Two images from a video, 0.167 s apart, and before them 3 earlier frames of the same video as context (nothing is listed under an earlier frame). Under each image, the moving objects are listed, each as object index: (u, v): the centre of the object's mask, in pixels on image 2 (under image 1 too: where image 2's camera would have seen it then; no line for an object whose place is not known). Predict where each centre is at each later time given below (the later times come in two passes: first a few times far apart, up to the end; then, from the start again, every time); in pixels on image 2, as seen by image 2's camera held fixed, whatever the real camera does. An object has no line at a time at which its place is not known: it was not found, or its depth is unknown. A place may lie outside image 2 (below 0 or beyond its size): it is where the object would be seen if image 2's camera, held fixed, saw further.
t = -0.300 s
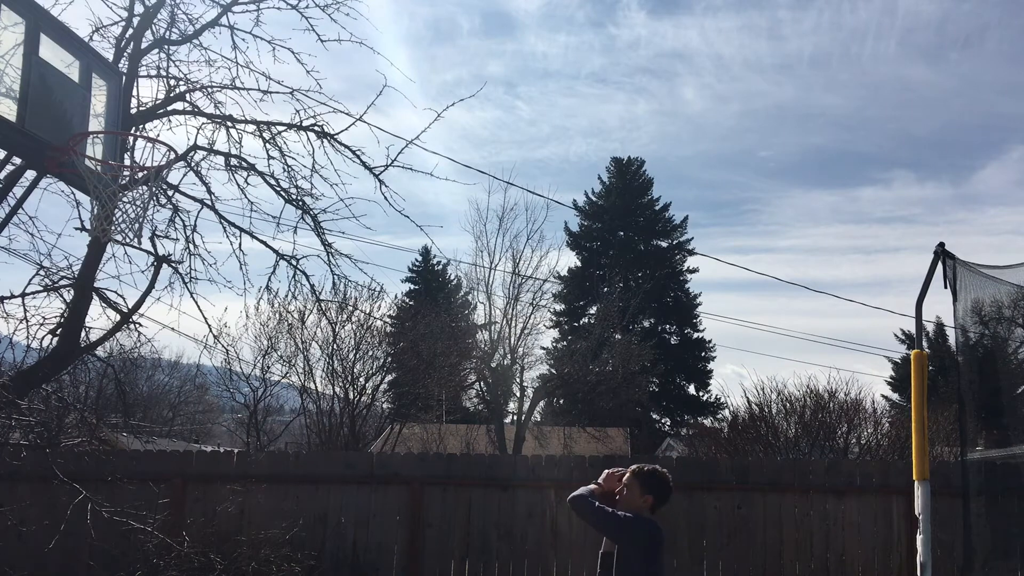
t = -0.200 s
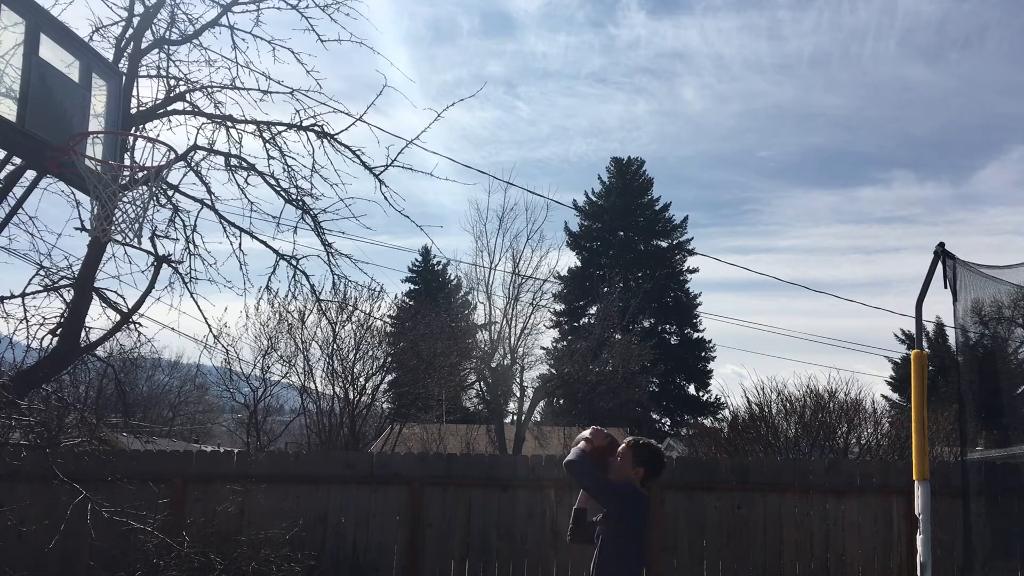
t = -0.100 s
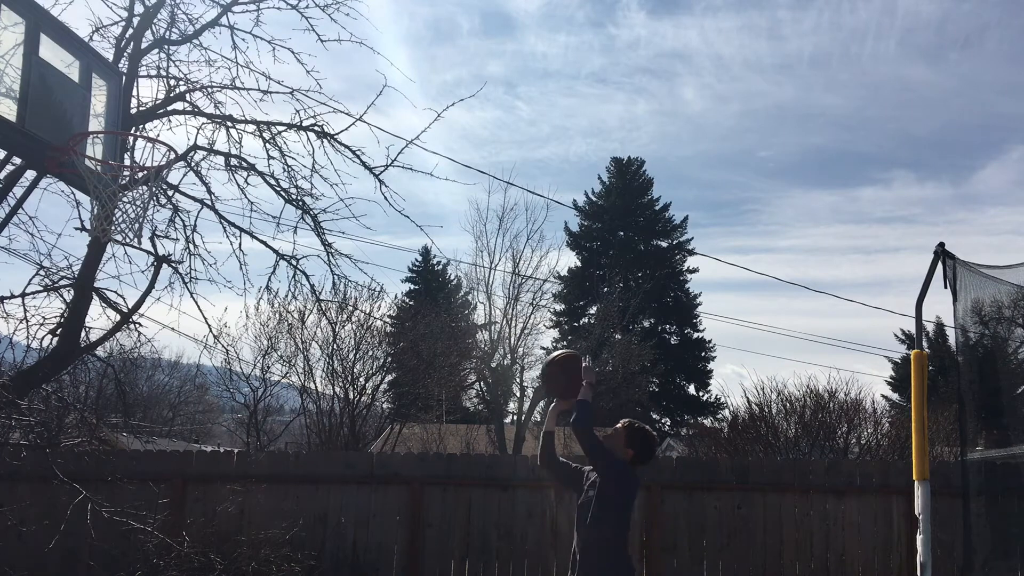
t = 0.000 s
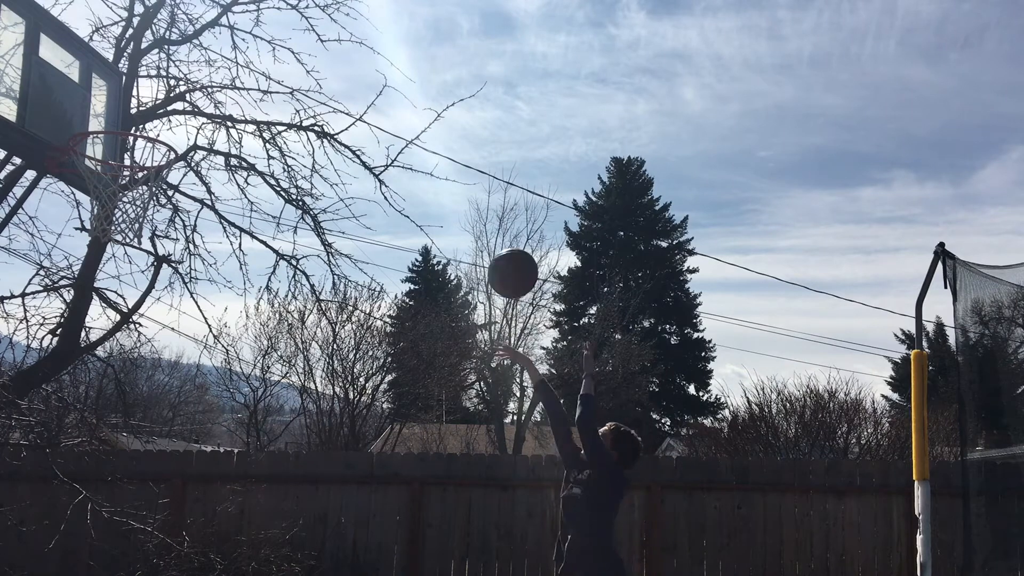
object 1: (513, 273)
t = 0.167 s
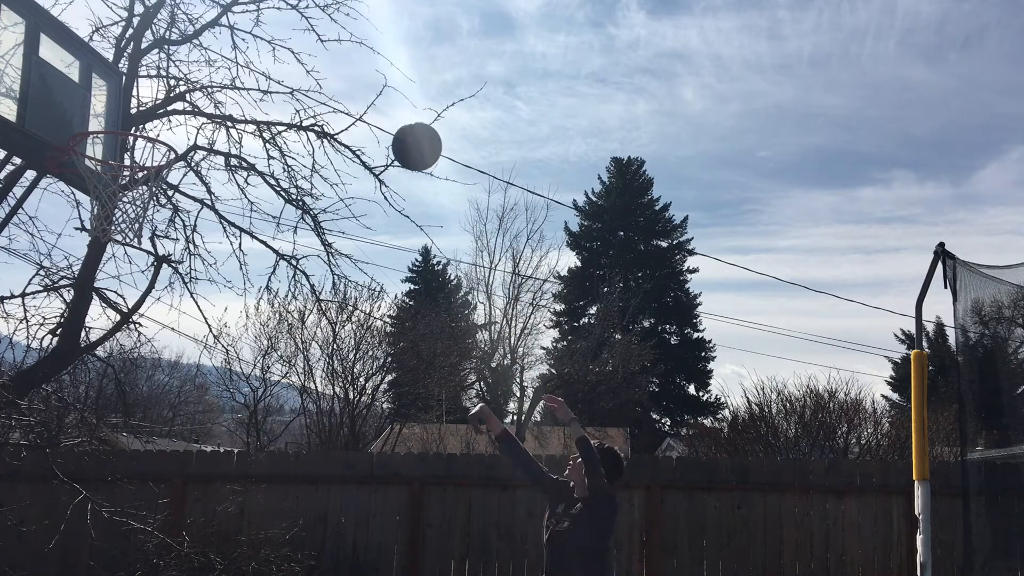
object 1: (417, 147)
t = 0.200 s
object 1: (398, 128)
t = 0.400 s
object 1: (283, 62)
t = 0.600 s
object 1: (164, 75)
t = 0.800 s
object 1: (82, 113)
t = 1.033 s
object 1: (113, 110)
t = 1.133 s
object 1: (122, 143)
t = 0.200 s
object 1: (398, 128)
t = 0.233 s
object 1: (379, 112)
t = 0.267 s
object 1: (360, 98)
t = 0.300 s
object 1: (341, 85)
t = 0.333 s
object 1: (321, 76)
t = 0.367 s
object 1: (302, 68)
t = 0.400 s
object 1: (283, 62)
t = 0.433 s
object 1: (263, 59)
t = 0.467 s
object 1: (244, 58)
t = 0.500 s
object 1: (224, 59)
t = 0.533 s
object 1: (204, 62)
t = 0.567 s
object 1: (183, 67)
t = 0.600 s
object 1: (164, 75)
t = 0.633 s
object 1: (144, 86)
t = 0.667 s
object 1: (121, 96)
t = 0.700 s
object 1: (99, 110)
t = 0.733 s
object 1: (76, 126)
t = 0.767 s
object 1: (77, 120)
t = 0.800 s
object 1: (82, 113)
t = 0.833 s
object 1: (87, 105)
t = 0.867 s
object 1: (93, 100)
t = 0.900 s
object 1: (97, 98)
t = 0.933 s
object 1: (101, 97)
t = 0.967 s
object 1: (105, 99)
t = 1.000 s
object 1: (110, 105)
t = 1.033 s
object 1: (113, 110)
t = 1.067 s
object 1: (116, 118)
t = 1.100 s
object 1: (119, 130)
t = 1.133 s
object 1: (122, 143)
